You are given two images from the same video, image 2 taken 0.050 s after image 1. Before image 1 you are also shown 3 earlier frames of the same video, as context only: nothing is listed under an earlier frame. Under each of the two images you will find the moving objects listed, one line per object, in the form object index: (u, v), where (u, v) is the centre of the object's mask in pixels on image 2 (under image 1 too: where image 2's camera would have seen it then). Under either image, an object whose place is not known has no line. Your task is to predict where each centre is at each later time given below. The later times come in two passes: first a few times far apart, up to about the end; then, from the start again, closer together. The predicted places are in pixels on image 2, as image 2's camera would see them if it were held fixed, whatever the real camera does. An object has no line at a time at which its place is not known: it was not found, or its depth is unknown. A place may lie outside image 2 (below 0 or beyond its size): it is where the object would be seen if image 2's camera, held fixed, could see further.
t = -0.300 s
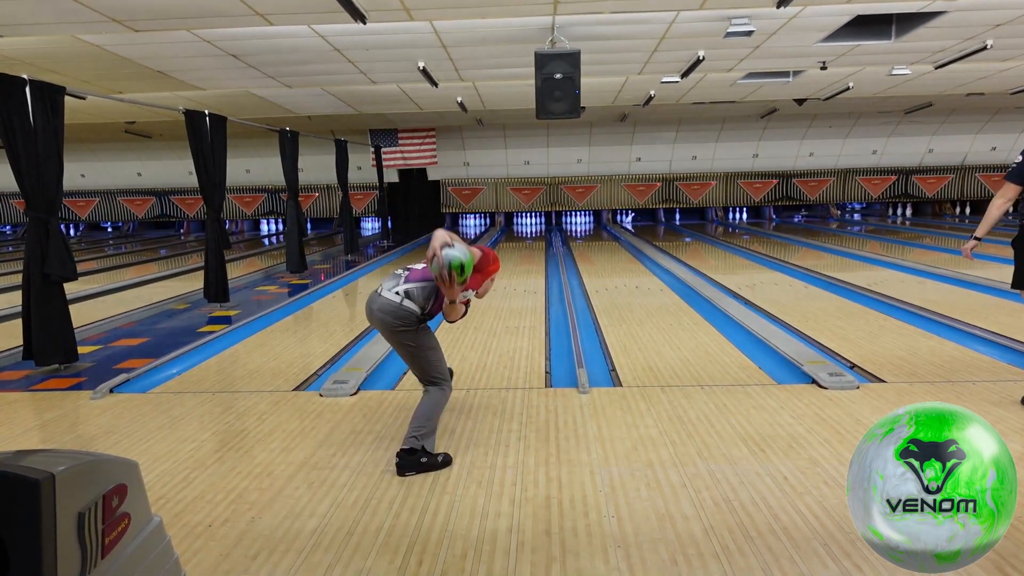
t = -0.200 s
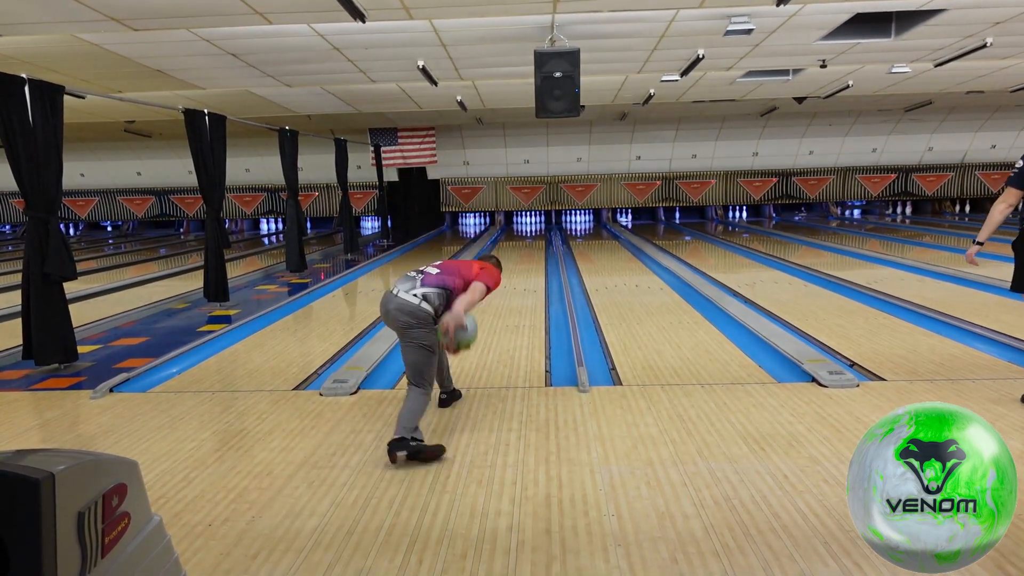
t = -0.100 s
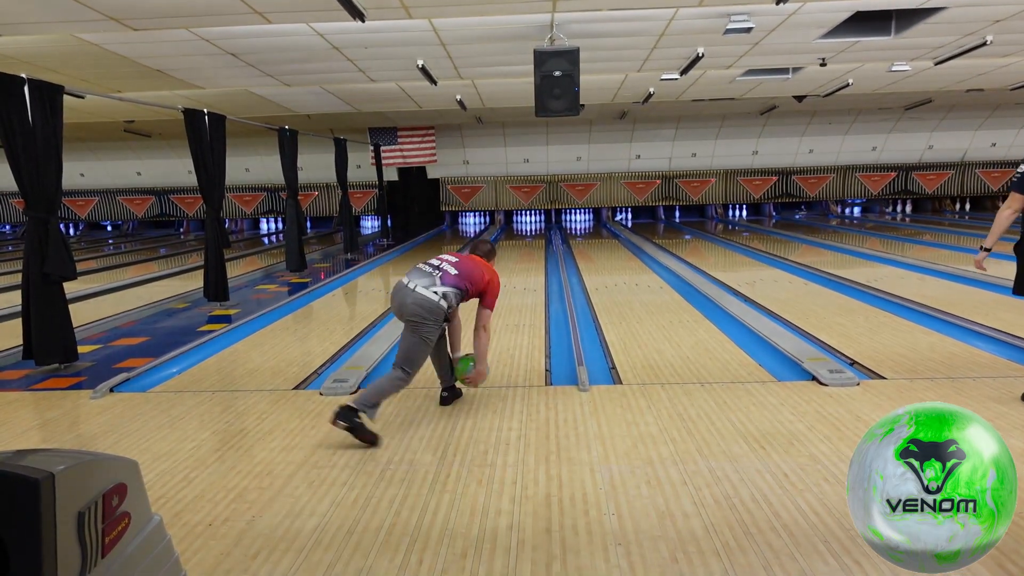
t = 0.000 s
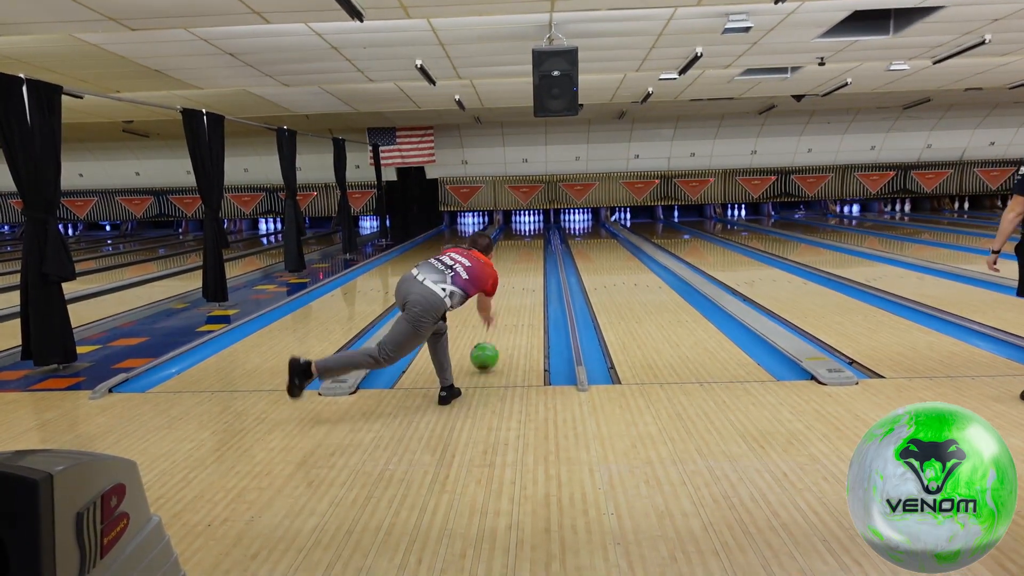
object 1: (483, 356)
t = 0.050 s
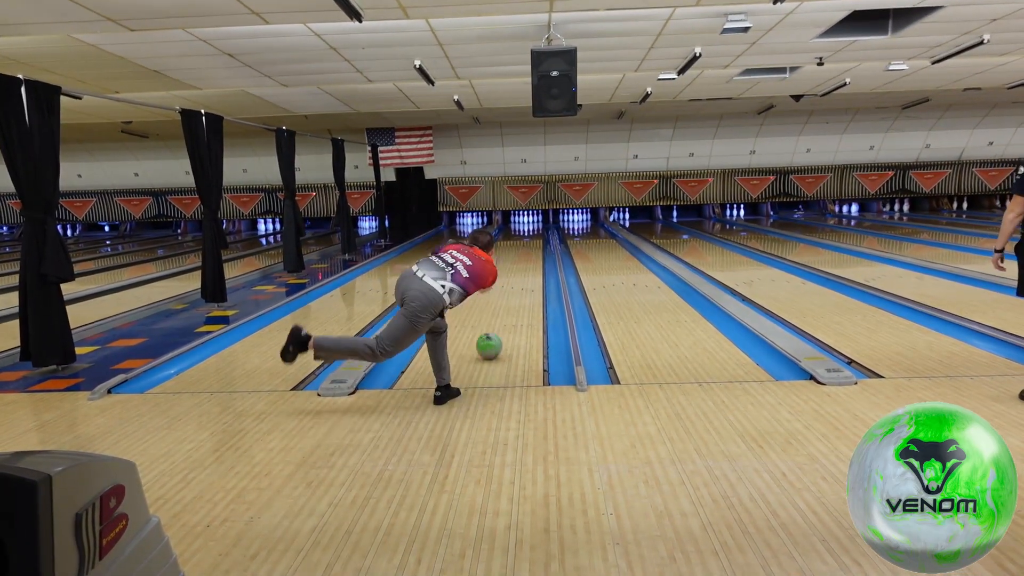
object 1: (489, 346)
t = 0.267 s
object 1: (507, 306)
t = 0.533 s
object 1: (519, 277)
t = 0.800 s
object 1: (526, 259)
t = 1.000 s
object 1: (529, 250)
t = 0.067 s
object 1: (491, 342)
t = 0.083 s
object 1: (493, 338)
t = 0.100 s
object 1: (495, 335)
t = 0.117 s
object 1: (496, 332)
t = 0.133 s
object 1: (497, 328)
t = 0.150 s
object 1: (499, 325)
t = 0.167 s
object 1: (500, 322)
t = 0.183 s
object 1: (501, 319)
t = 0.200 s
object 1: (502, 317)
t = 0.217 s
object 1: (504, 314)
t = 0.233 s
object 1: (505, 311)
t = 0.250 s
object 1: (506, 309)
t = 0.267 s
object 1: (507, 306)
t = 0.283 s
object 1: (508, 304)
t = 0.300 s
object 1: (508, 302)
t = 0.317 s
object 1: (509, 299)
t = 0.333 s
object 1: (510, 298)
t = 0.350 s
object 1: (511, 295)
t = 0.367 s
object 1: (512, 294)
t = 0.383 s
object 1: (513, 292)
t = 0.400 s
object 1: (513, 290)
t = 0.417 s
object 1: (515, 288)
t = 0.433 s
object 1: (515, 287)
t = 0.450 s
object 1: (516, 285)
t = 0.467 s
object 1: (516, 283)
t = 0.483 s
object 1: (517, 282)
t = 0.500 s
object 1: (518, 280)
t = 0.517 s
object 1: (519, 279)
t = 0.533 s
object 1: (519, 277)
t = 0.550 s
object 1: (519, 276)
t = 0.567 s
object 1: (520, 275)
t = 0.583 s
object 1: (520, 273)
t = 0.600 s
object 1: (521, 272)
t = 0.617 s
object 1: (522, 271)
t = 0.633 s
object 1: (522, 270)
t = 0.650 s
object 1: (523, 269)
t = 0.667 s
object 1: (523, 267)
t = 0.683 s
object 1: (523, 266)
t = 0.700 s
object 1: (523, 266)
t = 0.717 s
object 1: (523, 269)
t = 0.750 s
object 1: (526, 262)
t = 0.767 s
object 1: (526, 261)
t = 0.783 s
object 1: (526, 260)
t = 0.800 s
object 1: (526, 259)
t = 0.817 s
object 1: (526, 258)
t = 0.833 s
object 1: (527, 258)
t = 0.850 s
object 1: (527, 256)
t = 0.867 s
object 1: (527, 255)
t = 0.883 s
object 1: (527, 255)
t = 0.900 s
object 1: (527, 254)
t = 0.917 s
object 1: (528, 253)
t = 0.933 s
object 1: (528, 252)
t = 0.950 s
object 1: (528, 252)
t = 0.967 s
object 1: (528, 251)
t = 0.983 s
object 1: (529, 250)
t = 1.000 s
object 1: (529, 250)
